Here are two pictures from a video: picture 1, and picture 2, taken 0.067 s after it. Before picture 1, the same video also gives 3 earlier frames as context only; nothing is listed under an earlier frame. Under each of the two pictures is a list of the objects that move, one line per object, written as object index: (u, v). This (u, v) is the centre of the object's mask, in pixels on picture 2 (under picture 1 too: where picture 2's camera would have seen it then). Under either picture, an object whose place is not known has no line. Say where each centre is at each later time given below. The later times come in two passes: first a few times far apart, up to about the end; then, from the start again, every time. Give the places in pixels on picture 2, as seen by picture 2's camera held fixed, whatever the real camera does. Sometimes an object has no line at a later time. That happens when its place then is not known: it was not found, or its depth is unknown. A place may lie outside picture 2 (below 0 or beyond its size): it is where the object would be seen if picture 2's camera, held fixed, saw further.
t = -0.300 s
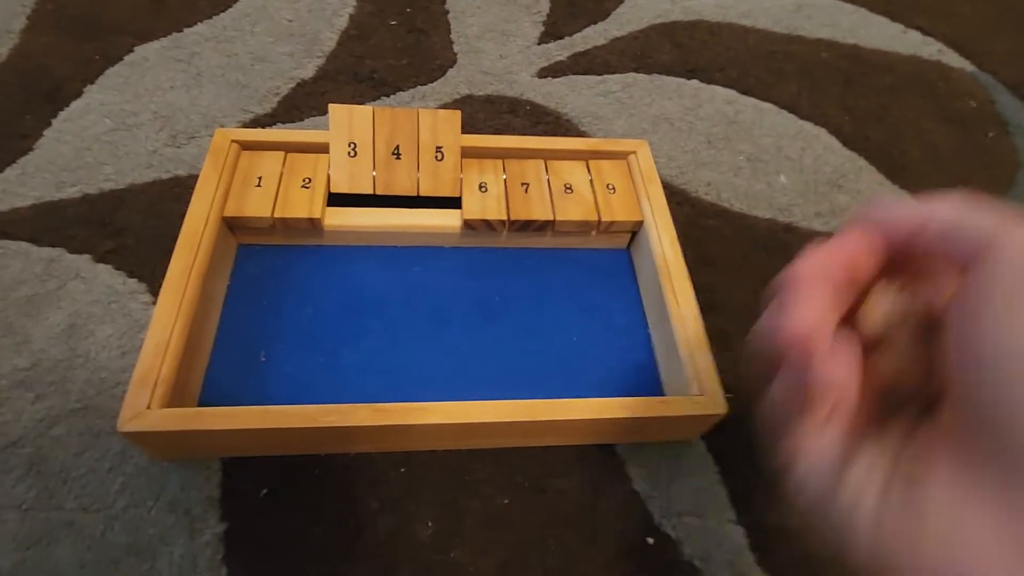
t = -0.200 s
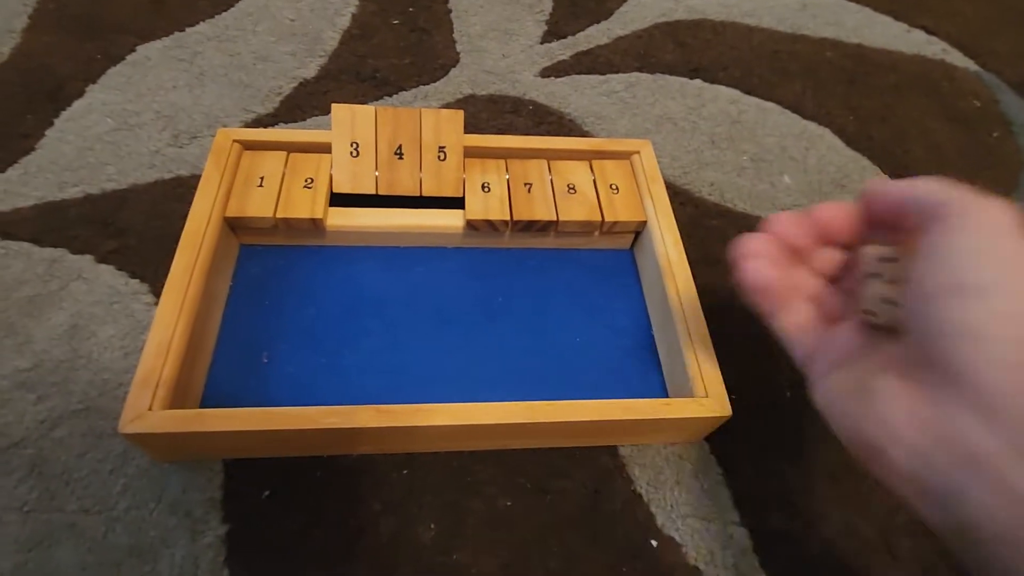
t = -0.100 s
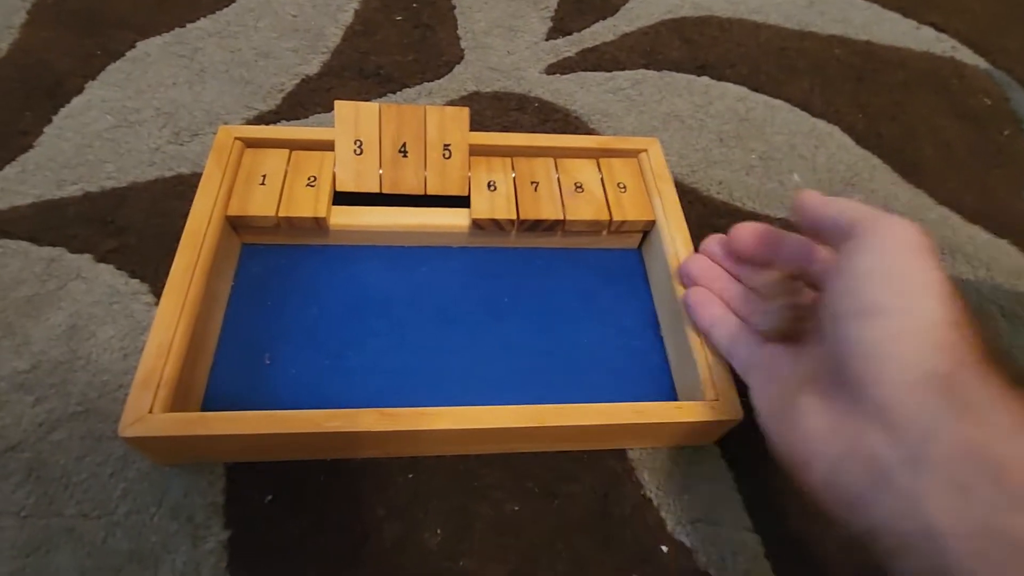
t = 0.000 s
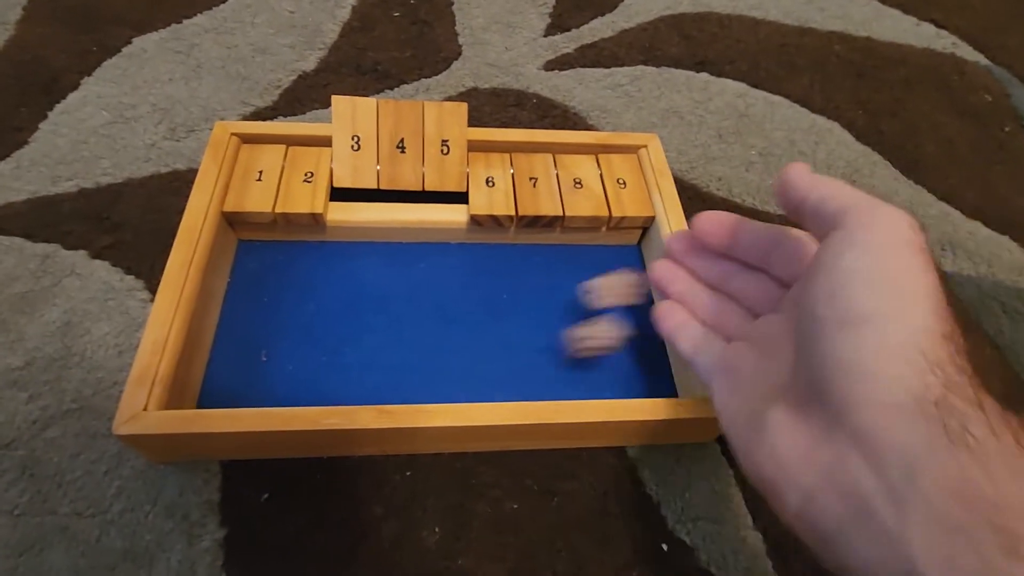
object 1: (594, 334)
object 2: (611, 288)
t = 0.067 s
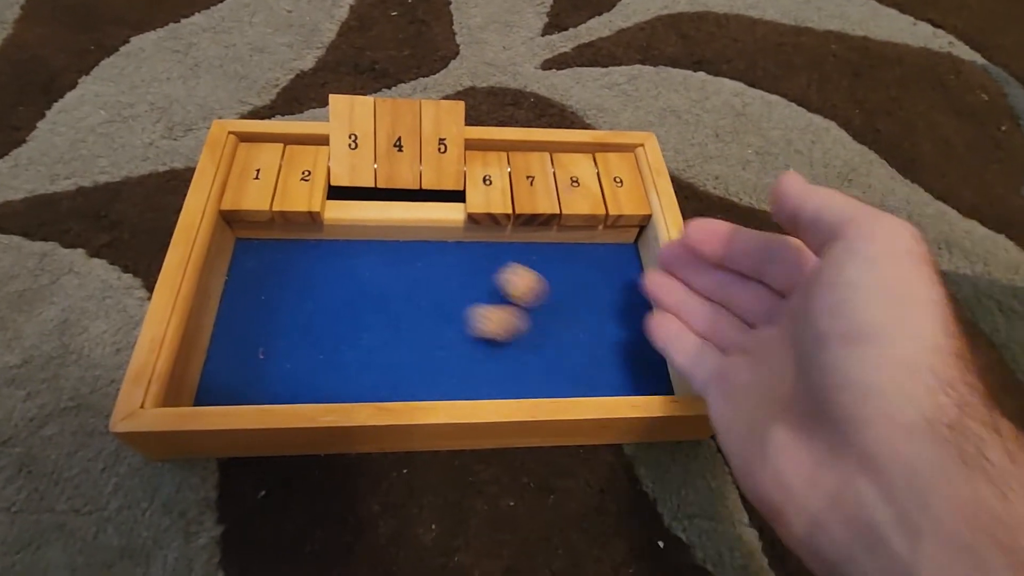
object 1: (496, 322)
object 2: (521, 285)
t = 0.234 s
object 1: (298, 257)
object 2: (351, 243)
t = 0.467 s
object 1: (258, 249)
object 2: (236, 349)
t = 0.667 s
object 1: (252, 248)
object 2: (252, 383)
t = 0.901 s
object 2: (252, 384)
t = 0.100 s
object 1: (450, 313)
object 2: (489, 274)
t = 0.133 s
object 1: (410, 297)
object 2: (455, 266)
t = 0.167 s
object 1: (371, 284)
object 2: (420, 258)
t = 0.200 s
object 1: (333, 271)
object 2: (385, 248)
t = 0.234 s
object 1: (298, 257)
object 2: (351, 243)
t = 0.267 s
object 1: (267, 239)
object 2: (318, 249)
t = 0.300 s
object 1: (247, 244)
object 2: (289, 257)
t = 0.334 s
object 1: (244, 242)
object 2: (268, 272)
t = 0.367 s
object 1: (248, 246)
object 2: (251, 294)
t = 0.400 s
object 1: (252, 247)
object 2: (233, 312)
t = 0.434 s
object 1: (256, 247)
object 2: (228, 330)
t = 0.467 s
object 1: (258, 249)
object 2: (236, 349)
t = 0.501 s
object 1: (259, 250)
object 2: (243, 366)
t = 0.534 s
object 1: (259, 250)
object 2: (247, 382)
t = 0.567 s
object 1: (259, 250)
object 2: (248, 391)
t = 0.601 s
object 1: (257, 249)
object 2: (248, 391)
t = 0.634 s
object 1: (256, 248)
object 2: (250, 387)
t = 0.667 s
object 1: (252, 248)
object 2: (252, 383)
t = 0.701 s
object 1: (248, 247)
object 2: (252, 384)
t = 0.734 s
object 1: (245, 247)
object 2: (252, 385)
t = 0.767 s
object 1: (246, 246)
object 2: (252, 384)
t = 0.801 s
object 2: (252, 384)
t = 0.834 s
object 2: (252, 384)
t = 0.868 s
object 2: (252, 384)
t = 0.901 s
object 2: (252, 384)
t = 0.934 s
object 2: (252, 384)
